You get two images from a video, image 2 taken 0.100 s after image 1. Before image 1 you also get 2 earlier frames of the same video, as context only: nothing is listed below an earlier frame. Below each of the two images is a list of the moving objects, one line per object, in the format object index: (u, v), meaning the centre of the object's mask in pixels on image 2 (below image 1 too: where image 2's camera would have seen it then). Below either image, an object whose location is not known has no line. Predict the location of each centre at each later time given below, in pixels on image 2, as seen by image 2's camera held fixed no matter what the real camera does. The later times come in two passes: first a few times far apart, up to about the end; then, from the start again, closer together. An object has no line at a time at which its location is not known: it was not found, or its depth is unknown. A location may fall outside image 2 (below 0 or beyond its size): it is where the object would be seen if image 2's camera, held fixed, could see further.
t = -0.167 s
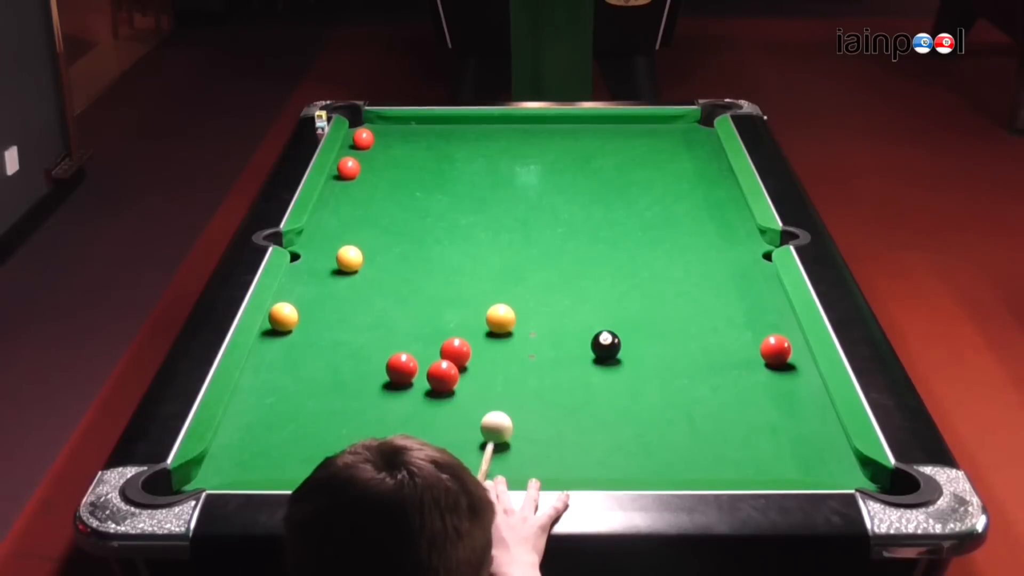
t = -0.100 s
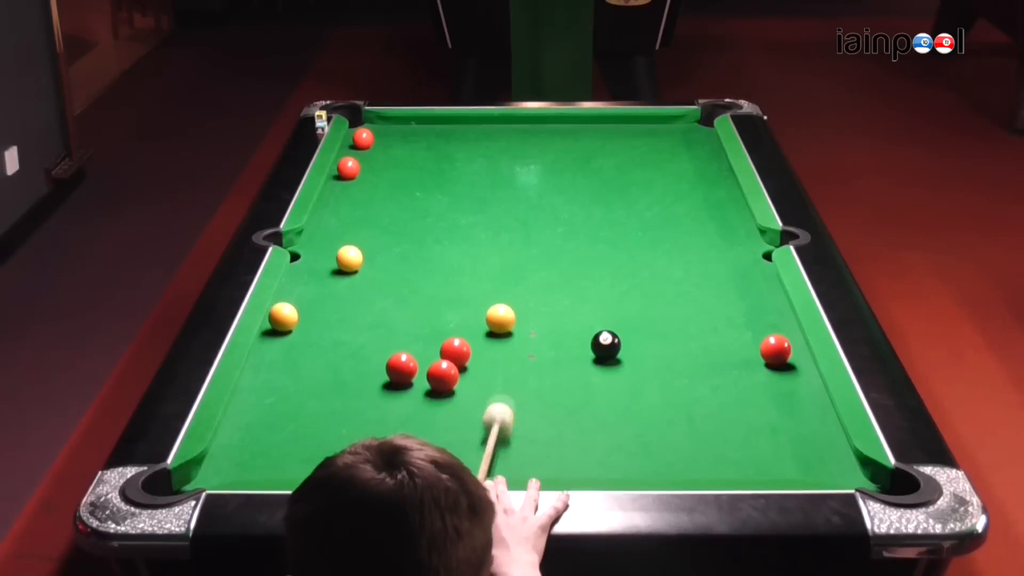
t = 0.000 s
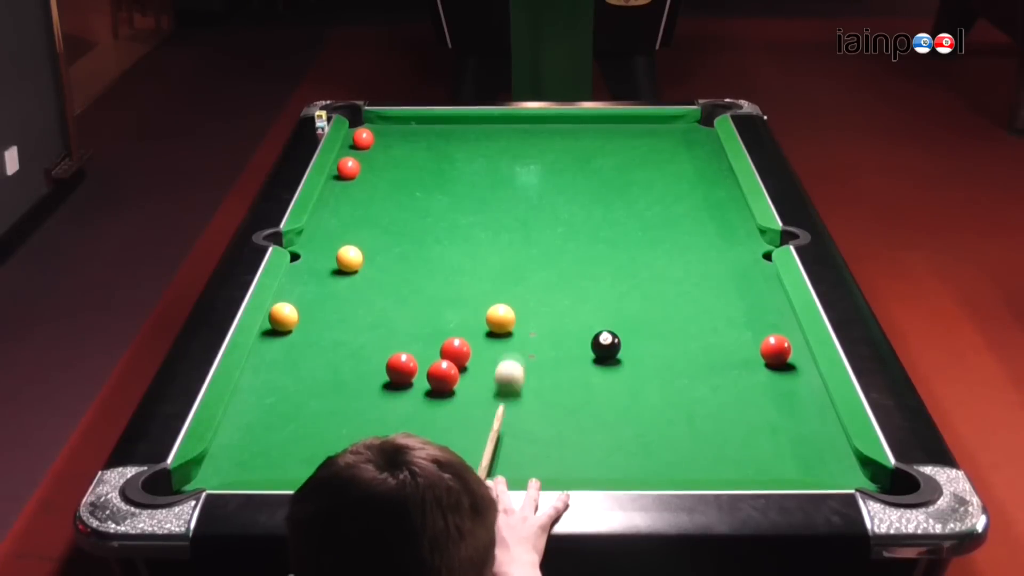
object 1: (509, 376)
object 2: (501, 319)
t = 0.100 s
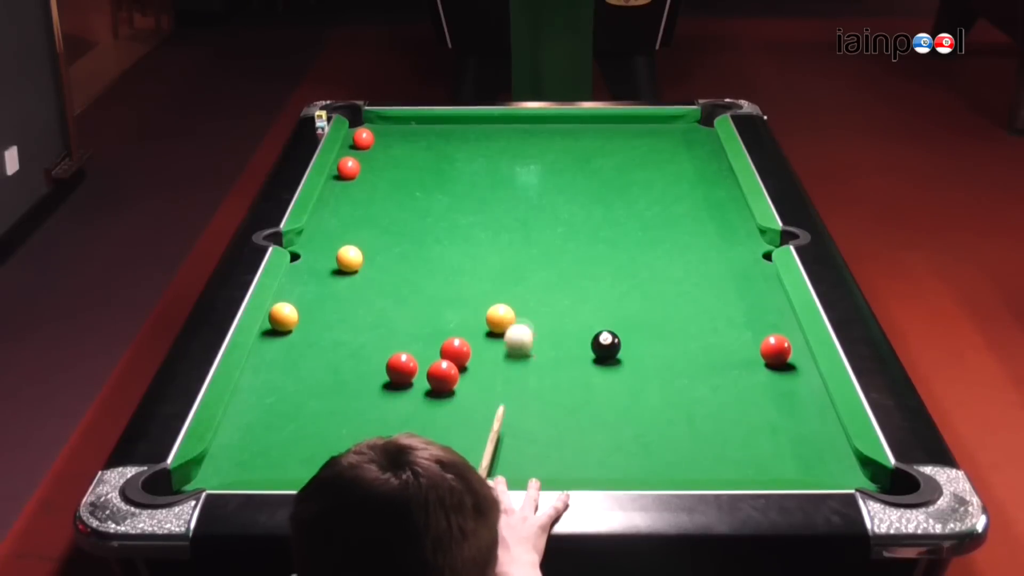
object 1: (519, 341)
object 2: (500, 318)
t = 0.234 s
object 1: (559, 307)
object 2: (478, 309)
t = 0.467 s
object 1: (629, 262)
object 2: (436, 292)
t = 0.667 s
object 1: (679, 231)
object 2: (403, 279)
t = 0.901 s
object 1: (729, 199)
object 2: (371, 265)
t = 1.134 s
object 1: (698, 177)
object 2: (365, 261)
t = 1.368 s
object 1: (666, 158)
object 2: (363, 258)
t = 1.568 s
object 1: (640, 144)
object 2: (362, 257)
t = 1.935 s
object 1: (601, 121)
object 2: (361, 255)
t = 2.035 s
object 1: (592, 121)
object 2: (361, 255)
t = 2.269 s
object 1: (576, 130)
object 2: (361, 255)
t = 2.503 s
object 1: (560, 138)
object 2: (361, 255)
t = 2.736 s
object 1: (545, 146)
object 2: (361, 255)
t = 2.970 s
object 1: (530, 154)
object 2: (361, 255)
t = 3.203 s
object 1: (516, 162)
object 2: (361, 256)
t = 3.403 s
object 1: (505, 168)
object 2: (361, 255)
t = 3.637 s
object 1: (492, 175)
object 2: (361, 256)
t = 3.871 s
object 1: (481, 182)
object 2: (361, 255)
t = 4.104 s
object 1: (470, 187)
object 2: (361, 255)
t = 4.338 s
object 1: (461, 192)
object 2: (361, 256)
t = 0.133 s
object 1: (523, 328)
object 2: (499, 318)
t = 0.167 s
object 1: (537, 320)
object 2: (492, 314)
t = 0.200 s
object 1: (547, 315)
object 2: (485, 312)
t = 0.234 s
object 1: (559, 307)
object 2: (478, 309)
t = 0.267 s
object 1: (571, 299)
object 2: (471, 306)
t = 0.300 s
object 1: (580, 294)
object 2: (465, 304)
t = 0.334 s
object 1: (591, 287)
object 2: (459, 301)
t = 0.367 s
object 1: (601, 280)
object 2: (453, 299)
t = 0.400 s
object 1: (609, 275)
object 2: (447, 297)
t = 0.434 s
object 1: (619, 269)
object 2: (441, 294)
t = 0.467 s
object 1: (629, 262)
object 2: (436, 292)
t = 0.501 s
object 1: (637, 258)
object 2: (430, 290)
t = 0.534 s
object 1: (646, 251)
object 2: (424, 287)
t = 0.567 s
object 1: (655, 246)
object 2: (419, 285)
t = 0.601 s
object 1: (663, 241)
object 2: (414, 283)
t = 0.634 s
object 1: (671, 236)
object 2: (408, 281)
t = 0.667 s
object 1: (679, 231)
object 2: (403, 279)
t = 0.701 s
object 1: (686, 226)
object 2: (398, 277)
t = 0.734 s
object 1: (695, 221)
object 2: (393, 275)
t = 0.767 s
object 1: (702, 216)
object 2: (388, 273)
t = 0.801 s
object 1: (709, 212)
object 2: (384, 271)
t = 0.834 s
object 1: (716, 207)
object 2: (379, 269)
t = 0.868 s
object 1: (723, 203)
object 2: (374, 267)
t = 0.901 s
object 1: (729, 199)
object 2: (371, 265)
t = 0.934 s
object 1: (731, 195)
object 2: (369, 265)
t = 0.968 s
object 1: (725, 191)
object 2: (368, 264)
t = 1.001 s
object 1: (719, 188)
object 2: (367, 264)
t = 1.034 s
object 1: (714, 186)
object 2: (367, 263)
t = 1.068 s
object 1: (709, 183)
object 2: (366, 262)
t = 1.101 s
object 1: (704, 180)
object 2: (366, 262)
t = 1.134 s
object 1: (698, 177)
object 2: (365, 261)
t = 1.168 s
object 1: (693, 174)
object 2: (365, 261)
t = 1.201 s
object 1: (689, 171)
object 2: (364, 260)
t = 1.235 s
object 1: (684, 169)
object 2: (364, 260)
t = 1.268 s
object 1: (679, 166)
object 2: (364, 260)
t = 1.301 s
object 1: (675, 164)
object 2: (363, 259)
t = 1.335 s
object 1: (670, 161)
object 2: (363, 259)
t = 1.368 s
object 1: (666, 158)
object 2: (363, 258)
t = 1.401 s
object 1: (661, 156)
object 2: (363, 258)
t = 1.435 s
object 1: (657, 153)
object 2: (362, 258)
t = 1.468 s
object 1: (653, 151)
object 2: (362, 258)
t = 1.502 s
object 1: (649, 149)
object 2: (362, 257)
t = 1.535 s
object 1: (644, 146)
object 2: (362, 257)
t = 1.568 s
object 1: (640, 144)
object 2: (362, 257)
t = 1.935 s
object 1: (601, 121)
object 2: (361, 255)
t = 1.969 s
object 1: (597, 119)
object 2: (361, 255)
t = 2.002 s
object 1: (595, 120)
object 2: (361, 255)
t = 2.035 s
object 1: (592, 121)
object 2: (361, 255)
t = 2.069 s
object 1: (590, 122)
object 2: (361, 255)
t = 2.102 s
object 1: (588, 123)
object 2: (361, 255)
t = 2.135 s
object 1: (586, 125)
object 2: (361, 255)
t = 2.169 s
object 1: (583, 126)
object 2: (361, 255)
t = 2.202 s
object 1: (581, 127)
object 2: (361, 255)
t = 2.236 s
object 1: (578, 128)
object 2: (361, 255)
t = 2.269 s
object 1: (576, 130)
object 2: (361, 255)
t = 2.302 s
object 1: (574, 131)
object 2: (361, 255)
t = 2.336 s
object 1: (572, 132)
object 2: (361, 255)
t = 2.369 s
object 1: (569, 133)
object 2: (361, 255)
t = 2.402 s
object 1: (567, 134)
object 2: (361, 255)
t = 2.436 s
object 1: (565, 136)
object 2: (361, 255)
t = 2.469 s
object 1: (562, 137)
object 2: (361, 255)
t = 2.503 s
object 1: (560, 138)
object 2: (361, 255)
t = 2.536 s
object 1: (558, 139)
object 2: (361, 255)
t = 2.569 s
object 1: (556, 141)
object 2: (361, 255)
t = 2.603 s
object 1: (554, 142)
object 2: (361, 256)
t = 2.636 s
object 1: (552, 143)
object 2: (361, 256)
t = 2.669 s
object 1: (549, 144)
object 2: (361, 255)
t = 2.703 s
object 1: (547, 145)
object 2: (361, 256)
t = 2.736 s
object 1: (545, 146)
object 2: (361, 255)
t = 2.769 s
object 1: (543, 147)
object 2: (361, 256)
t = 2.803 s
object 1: (541, 149)
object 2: (361, 256)
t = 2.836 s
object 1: (539, 150)
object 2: (361, 255)
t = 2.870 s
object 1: (537, 151)
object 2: (361, 255)
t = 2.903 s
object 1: (534, 152)
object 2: (361, 255)
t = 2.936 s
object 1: (532, 153)
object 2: (362, 255)
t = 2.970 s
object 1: (530, 154)
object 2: (361, 255)
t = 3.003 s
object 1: (528, 155)
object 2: (361, 255)
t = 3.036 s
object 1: (526, 156)
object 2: (361, 255)
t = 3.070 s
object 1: (524, 157)
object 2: (361, 255)
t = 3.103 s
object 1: (522, 158)
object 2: (361, 255)
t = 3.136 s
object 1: (520, 160)
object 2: (361, 255)
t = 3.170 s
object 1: (518, 161)
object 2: (361, 255)
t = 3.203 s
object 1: (516, 162)
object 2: (361, 256)
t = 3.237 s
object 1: (514, 163)
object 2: (361, 256)
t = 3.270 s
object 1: (512, 164)
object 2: (361, 256)
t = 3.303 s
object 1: (510, 165)
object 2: (361, 255)
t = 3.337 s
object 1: (508, 166)
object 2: (361, 256)
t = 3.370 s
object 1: (507, 167)
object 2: (361, 256)
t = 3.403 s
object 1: (505, 168)
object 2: (361, 255)
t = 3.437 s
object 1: (503, 169)
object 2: (361, 256)
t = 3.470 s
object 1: (501, 170)
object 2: (361, 255)
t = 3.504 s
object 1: (500, 171)
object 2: (361, 255)
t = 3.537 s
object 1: (498, 172)
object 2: (361, 255)
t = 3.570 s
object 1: (496, 173)
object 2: (361, 256)
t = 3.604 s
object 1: (494, 174)
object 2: (361, 255)
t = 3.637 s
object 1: (492, 175)
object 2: (361, 256)
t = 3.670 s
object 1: (491, 176)
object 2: (361, 256)
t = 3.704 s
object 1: (489, 177)
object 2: (361, 255)
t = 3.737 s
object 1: (487, 178)
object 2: (361, 255)
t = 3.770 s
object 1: (486, 179)
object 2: (361, 255)
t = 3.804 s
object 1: (484, 180)
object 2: (361, 255)
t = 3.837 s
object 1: (482, 181)
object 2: (361, 255)
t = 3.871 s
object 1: (481, 182)
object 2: (361, 255)
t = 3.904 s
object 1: (479, 182)
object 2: (361, 255)
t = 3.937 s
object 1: (478, 183)
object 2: (361, 255)
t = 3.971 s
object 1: (476, 184)
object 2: (361, 255)
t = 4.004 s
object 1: (475, 185)
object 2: (361, 255)
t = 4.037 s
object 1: (473, 186)
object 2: (361, 255)
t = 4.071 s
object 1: (472, 186)
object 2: (361, 255)
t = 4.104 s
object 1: (470, 187)
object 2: (361, 255)
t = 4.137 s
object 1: (469, 188)
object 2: (361, 255)
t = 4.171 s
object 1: (467, 189)
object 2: (361, 256)
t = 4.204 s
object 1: (466, 189)
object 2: (361, 255)
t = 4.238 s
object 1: (464, 190)
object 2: (361, 255)
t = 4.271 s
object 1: (463, 191)
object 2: (361, 255)
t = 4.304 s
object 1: (462, 192)
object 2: (361, 255)
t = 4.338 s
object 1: (461, 192)
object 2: (361, 256)
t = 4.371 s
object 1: (459, 193)
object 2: (361, 256)
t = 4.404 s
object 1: (458, 194)
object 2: (361, 255)
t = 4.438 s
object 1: (457, 194)
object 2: (361, 255)
